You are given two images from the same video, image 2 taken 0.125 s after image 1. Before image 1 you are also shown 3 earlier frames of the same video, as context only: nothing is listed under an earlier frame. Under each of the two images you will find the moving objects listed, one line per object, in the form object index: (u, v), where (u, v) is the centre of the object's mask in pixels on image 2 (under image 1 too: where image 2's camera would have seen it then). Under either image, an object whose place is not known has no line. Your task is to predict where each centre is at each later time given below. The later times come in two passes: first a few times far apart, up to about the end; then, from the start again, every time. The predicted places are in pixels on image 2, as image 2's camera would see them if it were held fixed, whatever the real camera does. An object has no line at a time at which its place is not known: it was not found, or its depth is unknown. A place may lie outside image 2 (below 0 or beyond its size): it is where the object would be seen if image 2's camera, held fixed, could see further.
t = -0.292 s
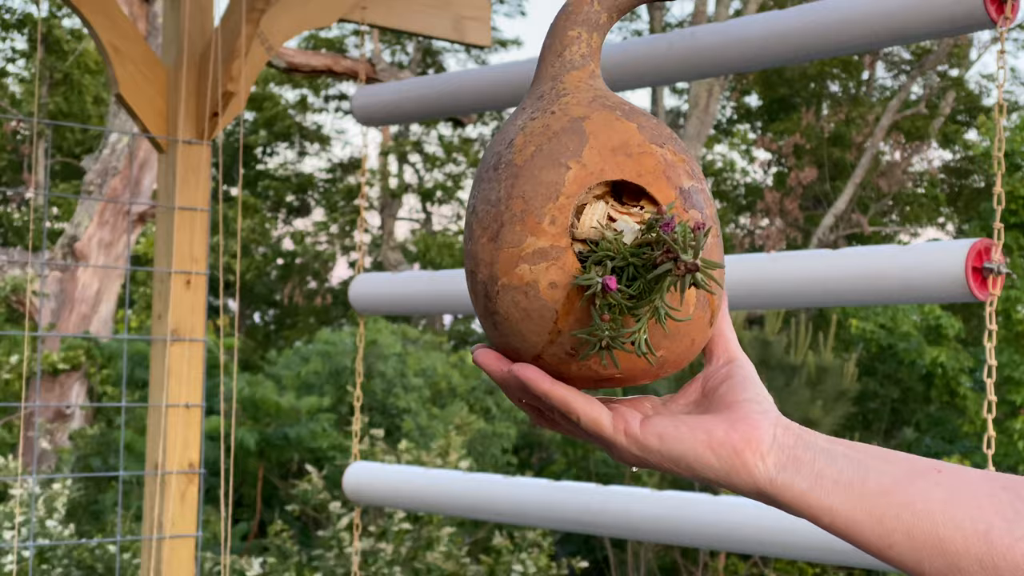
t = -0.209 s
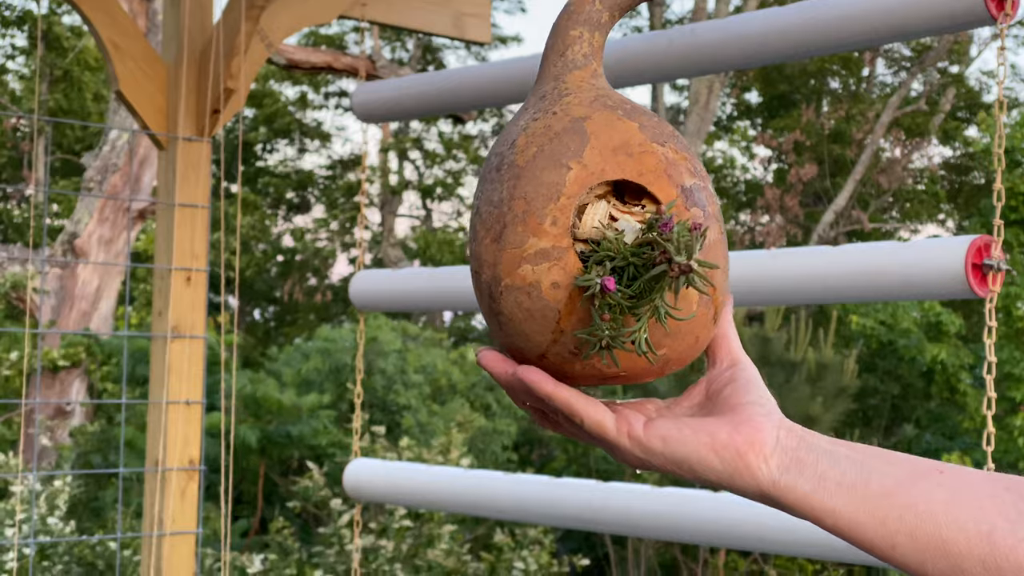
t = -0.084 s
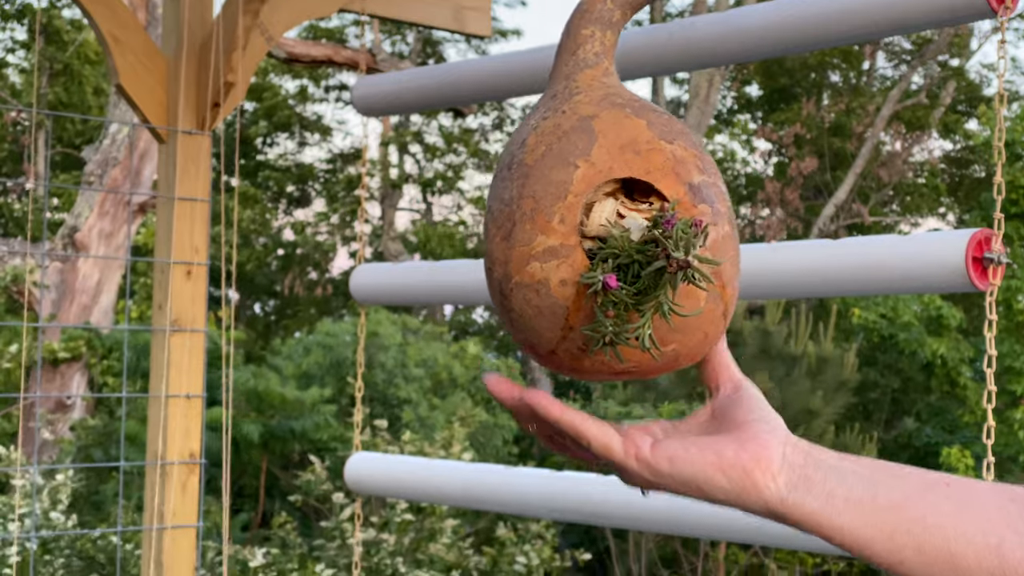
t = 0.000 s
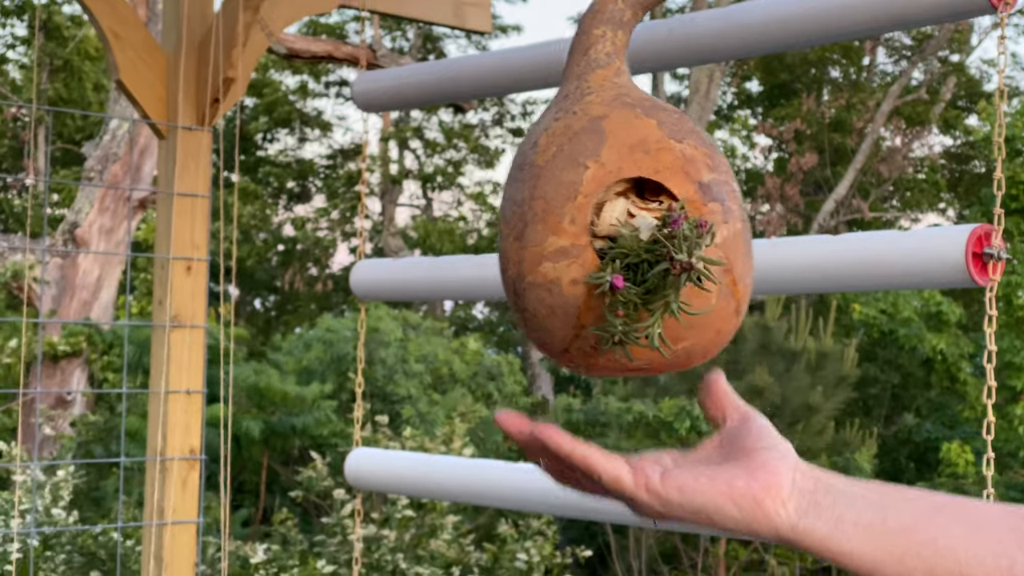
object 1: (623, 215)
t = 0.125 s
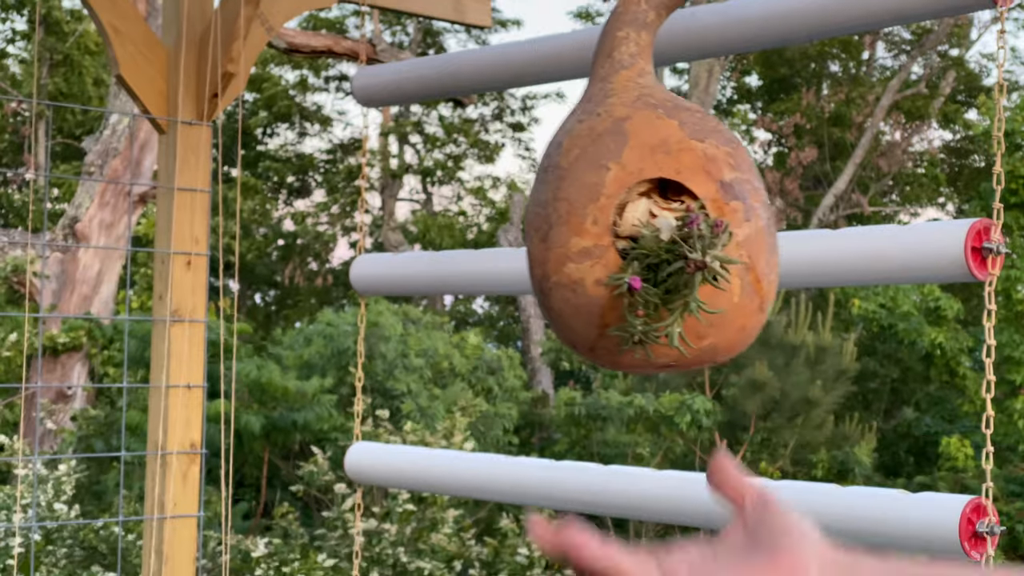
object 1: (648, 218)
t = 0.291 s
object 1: (687, 217)
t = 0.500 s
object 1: (727, 218)
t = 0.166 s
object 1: (659, 220)
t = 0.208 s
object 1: (668, 219)
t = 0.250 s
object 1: (677, 220)
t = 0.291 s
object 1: (687, 217)
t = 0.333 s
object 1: (696, 216)
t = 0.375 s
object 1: (704, 218)
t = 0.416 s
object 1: (711, 217)
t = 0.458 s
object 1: (720, 217)
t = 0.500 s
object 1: (727, 218)
